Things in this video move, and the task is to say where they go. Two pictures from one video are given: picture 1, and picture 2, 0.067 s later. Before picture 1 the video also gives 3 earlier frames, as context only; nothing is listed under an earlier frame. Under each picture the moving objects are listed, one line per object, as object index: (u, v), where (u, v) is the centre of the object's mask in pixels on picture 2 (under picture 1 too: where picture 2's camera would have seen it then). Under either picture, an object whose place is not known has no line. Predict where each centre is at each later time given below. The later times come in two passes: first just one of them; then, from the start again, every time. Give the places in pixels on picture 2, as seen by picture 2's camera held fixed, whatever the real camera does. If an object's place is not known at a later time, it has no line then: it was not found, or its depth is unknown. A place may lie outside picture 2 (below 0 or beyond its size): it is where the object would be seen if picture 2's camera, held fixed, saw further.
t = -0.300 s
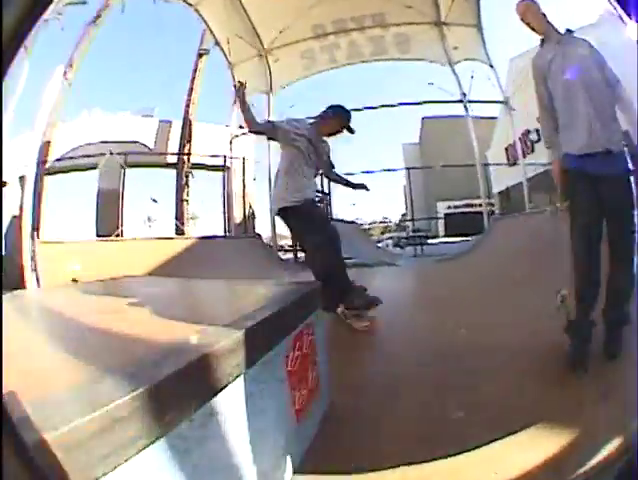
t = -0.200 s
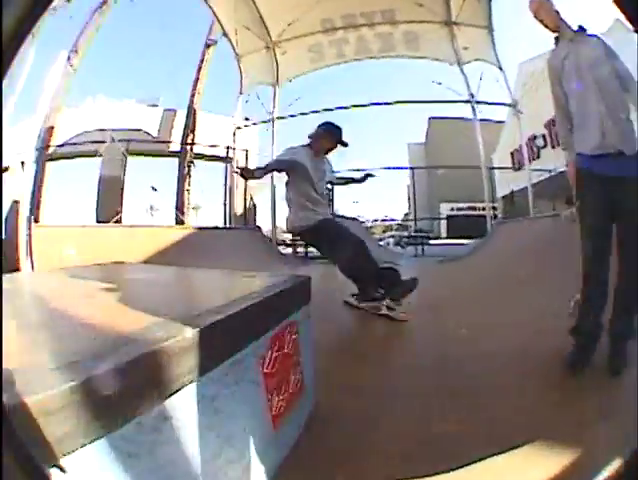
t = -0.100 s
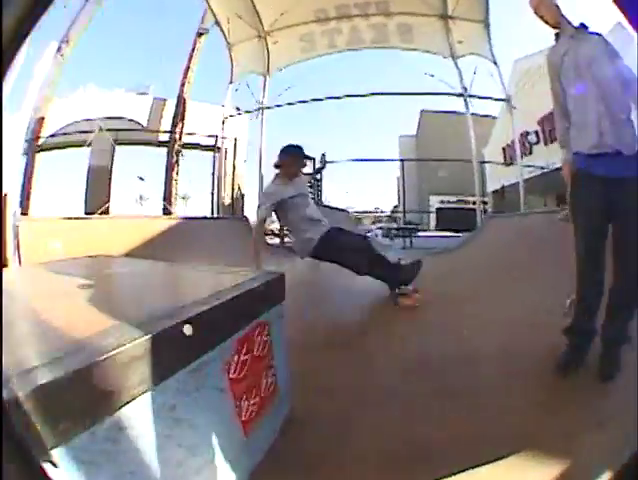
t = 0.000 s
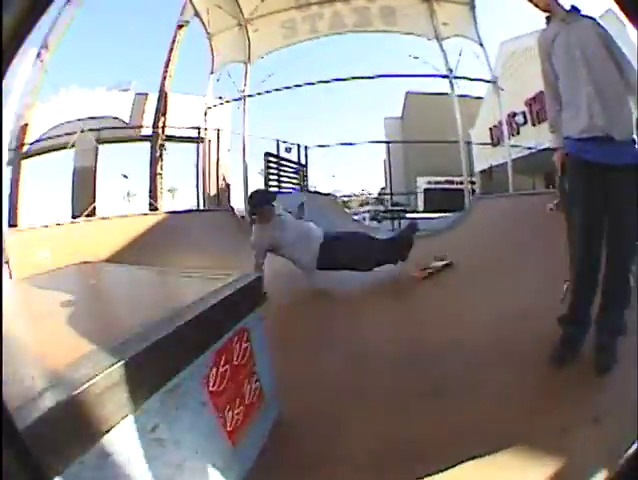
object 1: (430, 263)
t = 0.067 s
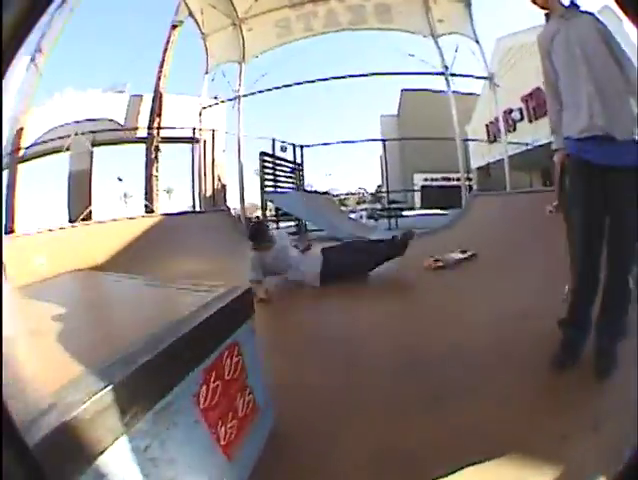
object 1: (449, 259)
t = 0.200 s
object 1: (484, 242)
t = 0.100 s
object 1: (458, 255)
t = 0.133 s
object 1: (467, 251)
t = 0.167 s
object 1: (474, 248)
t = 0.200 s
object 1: (484, 242)
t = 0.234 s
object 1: (490, 238)
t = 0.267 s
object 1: (495, 233)
